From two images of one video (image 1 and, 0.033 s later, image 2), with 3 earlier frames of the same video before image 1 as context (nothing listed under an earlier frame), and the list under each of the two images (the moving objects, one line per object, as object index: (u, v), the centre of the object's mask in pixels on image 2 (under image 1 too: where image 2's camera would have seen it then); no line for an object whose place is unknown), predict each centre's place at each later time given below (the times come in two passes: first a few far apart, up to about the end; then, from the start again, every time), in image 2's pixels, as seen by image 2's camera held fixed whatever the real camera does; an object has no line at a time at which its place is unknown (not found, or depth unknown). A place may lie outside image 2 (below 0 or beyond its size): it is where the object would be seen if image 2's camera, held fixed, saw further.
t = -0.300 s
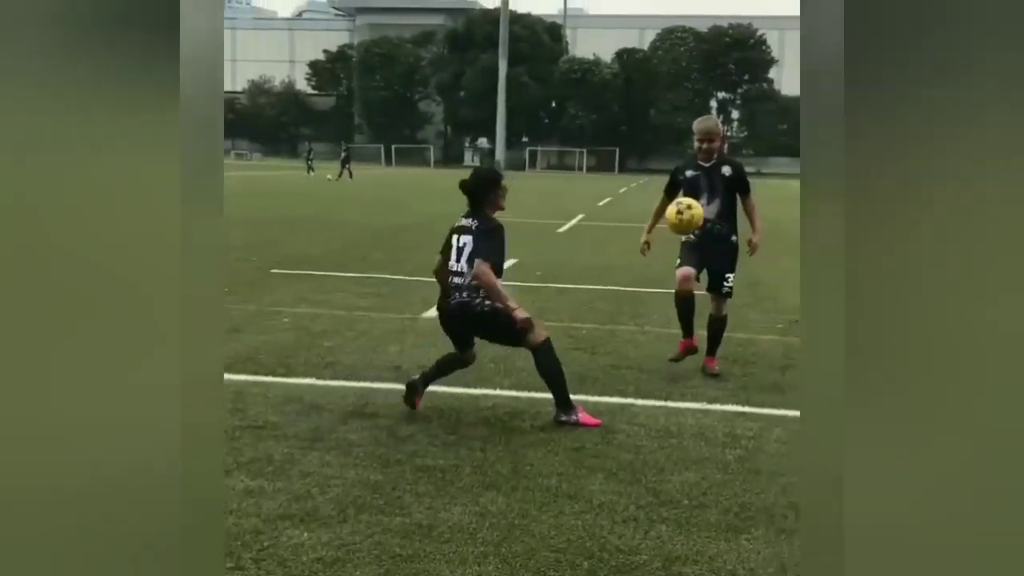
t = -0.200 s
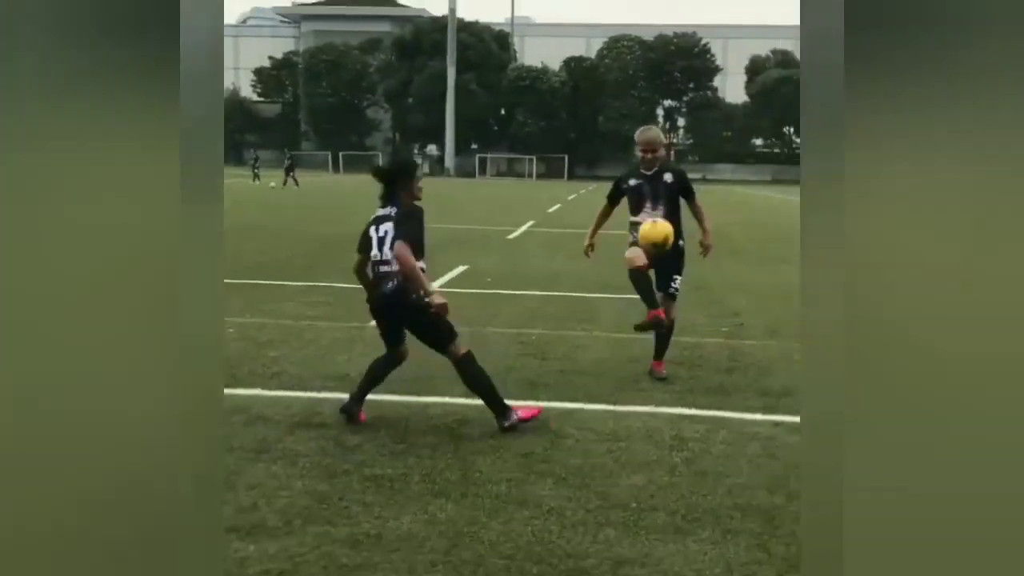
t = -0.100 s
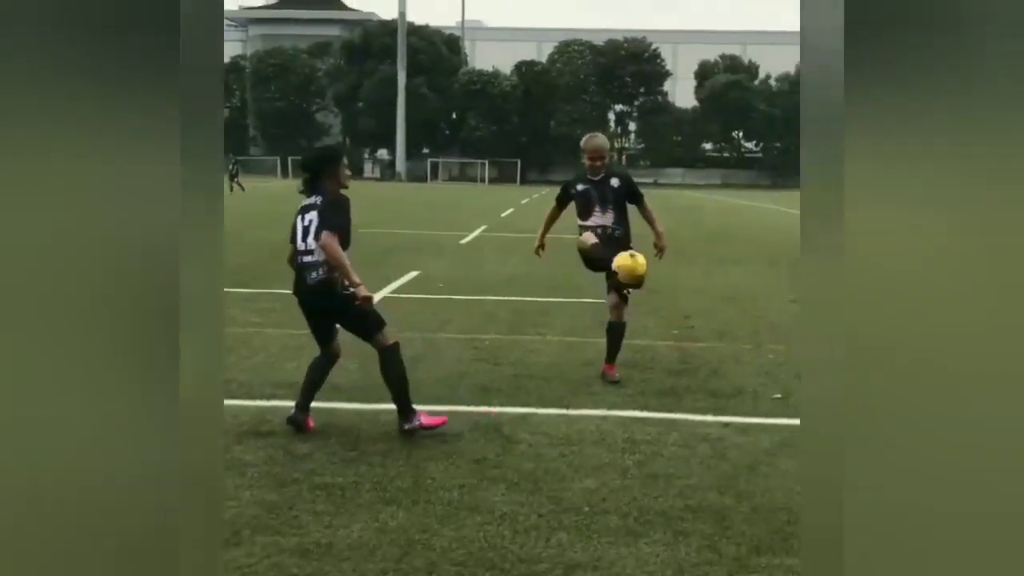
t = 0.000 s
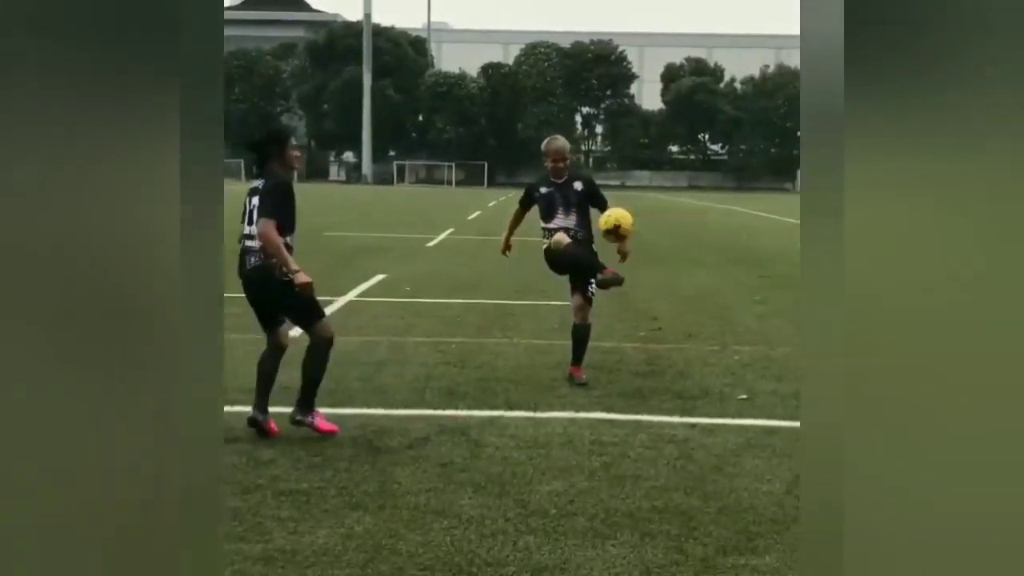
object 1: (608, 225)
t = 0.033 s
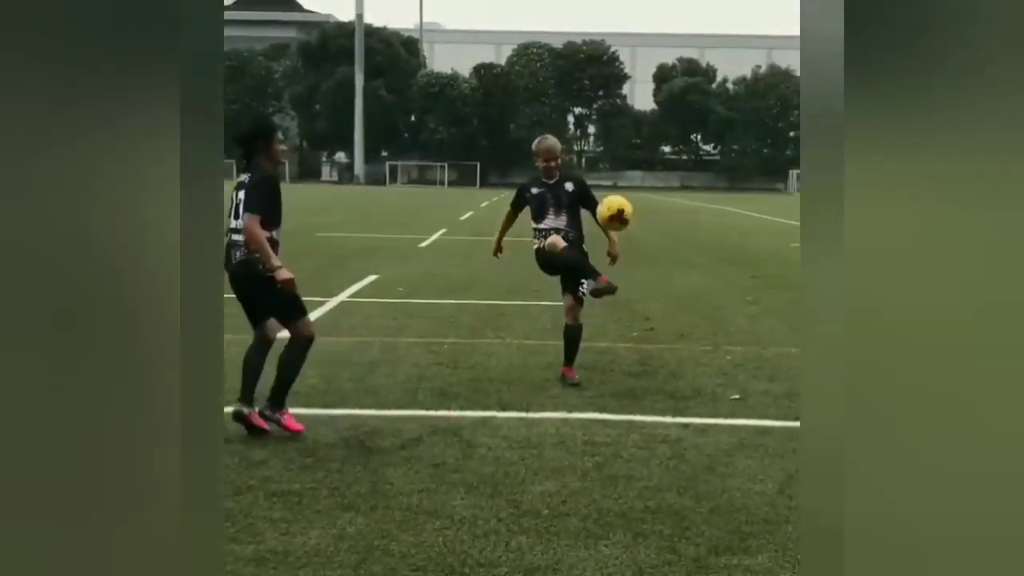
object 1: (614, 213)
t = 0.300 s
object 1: (664, 177)
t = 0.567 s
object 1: (712, 261)
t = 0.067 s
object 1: (621, 202)
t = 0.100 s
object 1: (627, 193)
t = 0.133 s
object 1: (634, 186)
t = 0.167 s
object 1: (640, 181)
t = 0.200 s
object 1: (646, 177)
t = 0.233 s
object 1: (652, 175)
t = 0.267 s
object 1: (658, 175)
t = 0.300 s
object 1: (664, 177)
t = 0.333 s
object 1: (670, 181)
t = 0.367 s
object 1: (676, 187)
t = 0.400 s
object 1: (682, 194)
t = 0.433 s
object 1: (688, 204)
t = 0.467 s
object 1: (694, 215)
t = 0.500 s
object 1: (700, 228)
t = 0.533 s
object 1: (706, 243)
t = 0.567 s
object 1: (712, 261)
